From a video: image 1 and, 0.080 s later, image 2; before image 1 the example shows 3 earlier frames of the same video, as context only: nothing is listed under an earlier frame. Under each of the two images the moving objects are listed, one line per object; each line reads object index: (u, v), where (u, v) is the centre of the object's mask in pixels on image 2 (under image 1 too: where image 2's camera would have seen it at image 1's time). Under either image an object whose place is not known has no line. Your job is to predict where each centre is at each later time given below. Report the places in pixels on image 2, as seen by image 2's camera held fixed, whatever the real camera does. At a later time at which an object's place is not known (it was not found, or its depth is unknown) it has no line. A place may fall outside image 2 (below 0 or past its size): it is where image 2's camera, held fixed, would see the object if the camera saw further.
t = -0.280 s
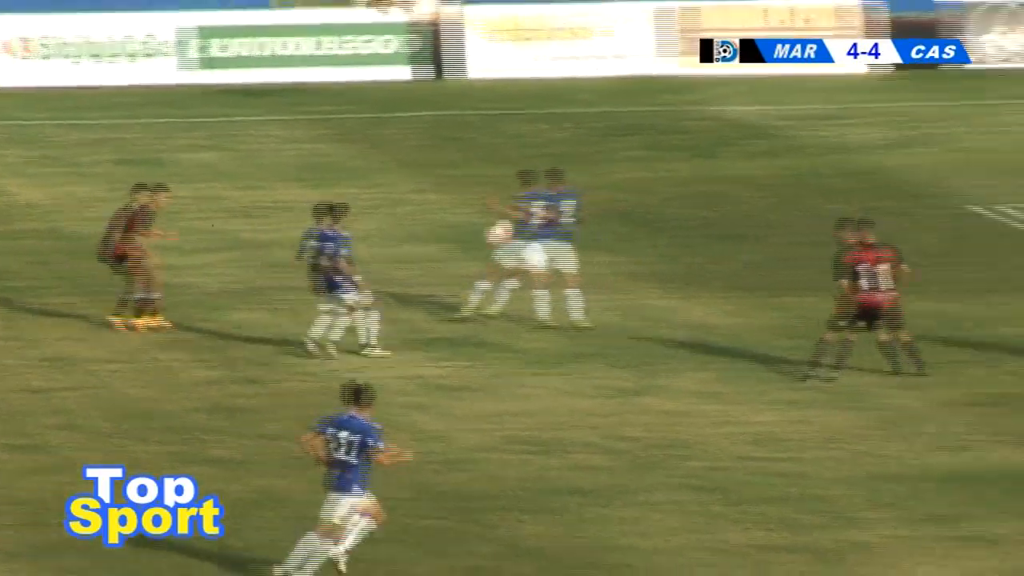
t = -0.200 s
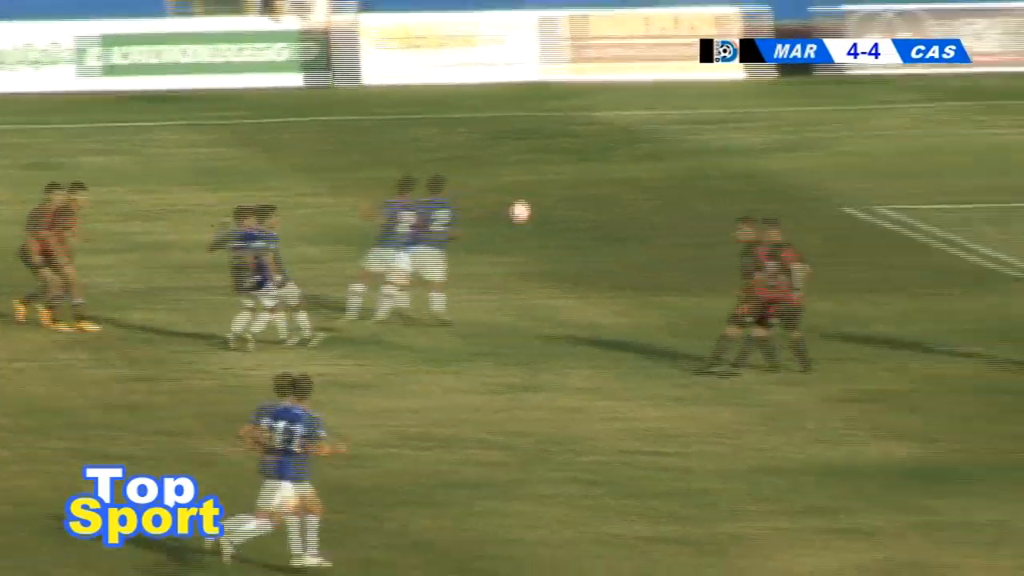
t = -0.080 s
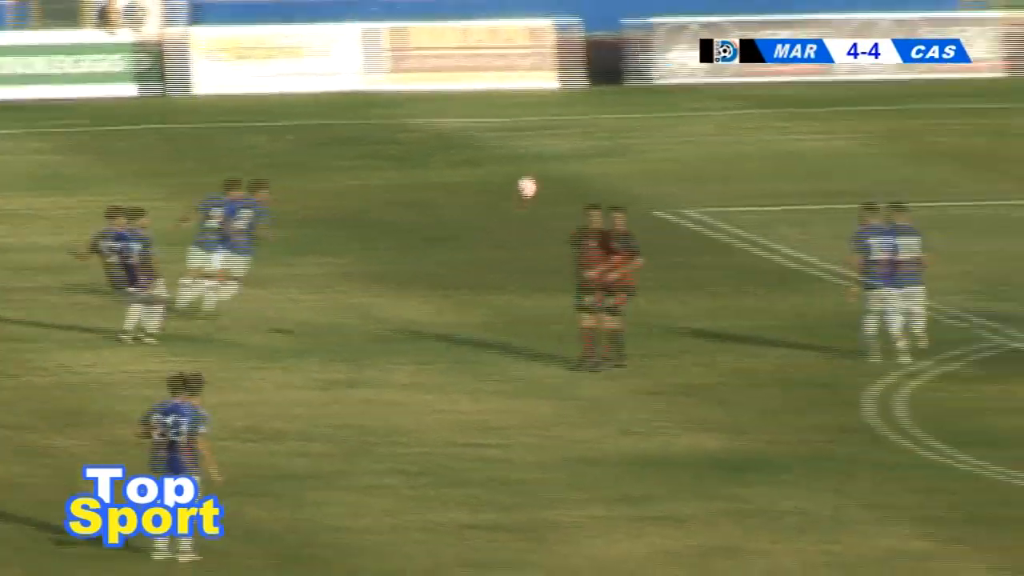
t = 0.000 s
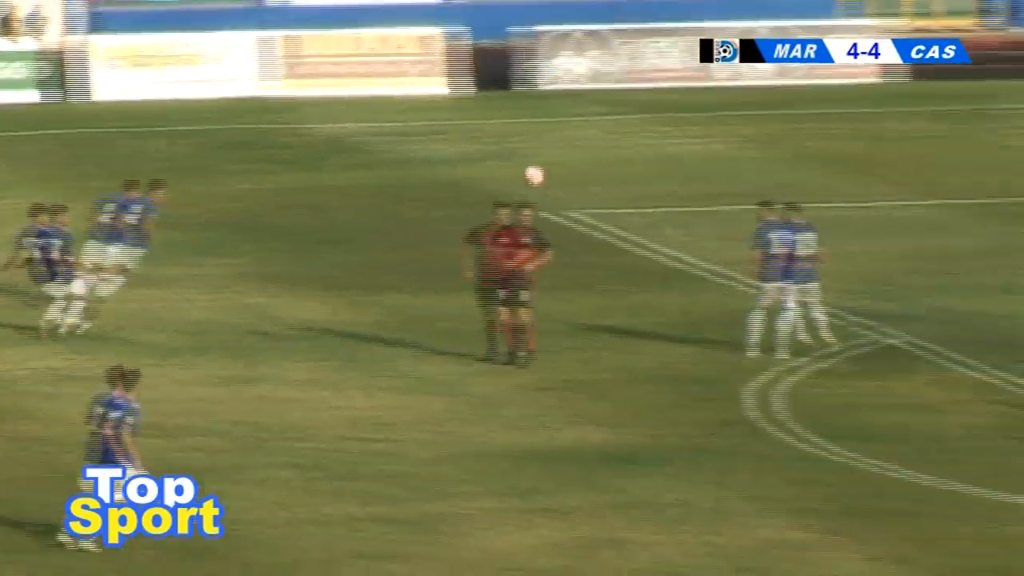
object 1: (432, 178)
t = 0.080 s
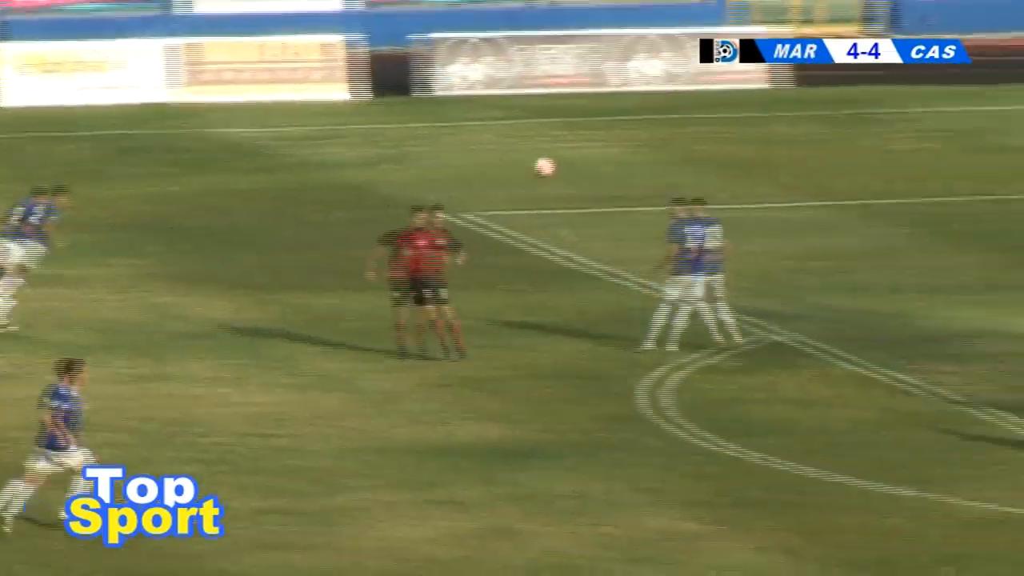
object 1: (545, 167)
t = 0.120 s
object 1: (600, 162)
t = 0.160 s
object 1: (655, 158)
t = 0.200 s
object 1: (709, 154)
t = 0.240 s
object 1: (762, 153)
